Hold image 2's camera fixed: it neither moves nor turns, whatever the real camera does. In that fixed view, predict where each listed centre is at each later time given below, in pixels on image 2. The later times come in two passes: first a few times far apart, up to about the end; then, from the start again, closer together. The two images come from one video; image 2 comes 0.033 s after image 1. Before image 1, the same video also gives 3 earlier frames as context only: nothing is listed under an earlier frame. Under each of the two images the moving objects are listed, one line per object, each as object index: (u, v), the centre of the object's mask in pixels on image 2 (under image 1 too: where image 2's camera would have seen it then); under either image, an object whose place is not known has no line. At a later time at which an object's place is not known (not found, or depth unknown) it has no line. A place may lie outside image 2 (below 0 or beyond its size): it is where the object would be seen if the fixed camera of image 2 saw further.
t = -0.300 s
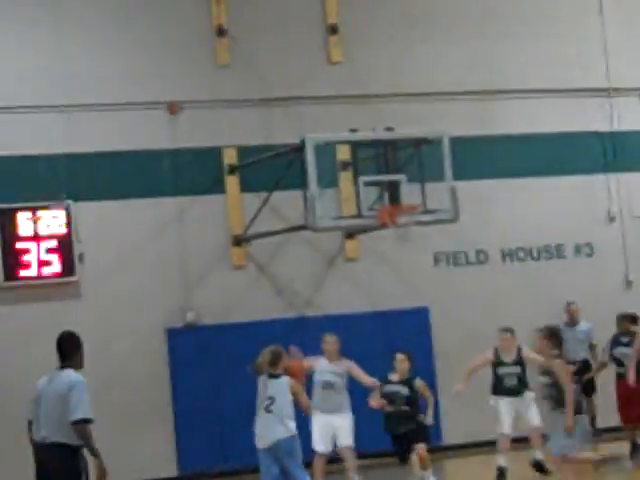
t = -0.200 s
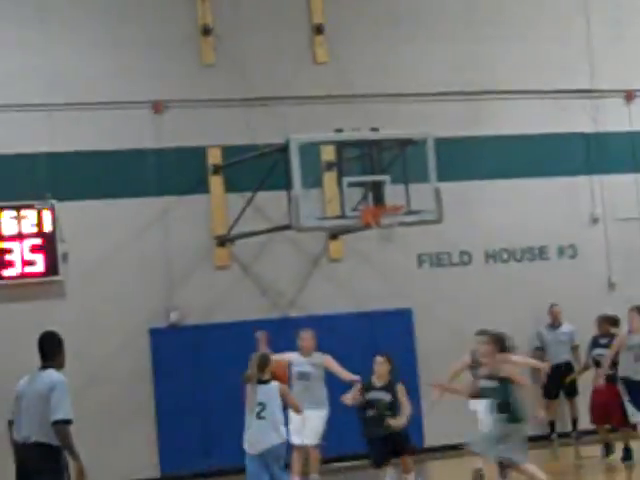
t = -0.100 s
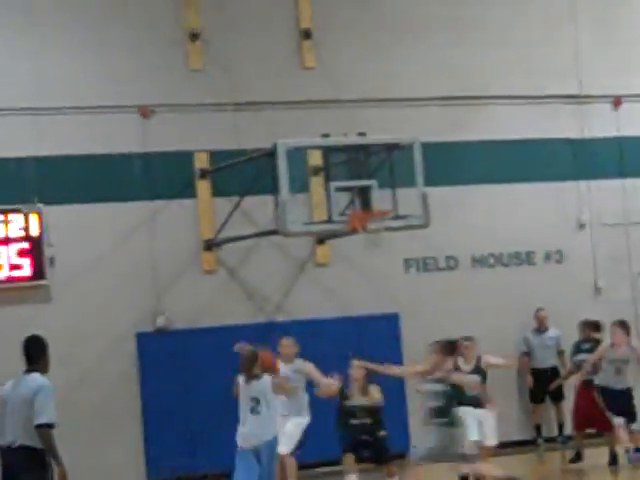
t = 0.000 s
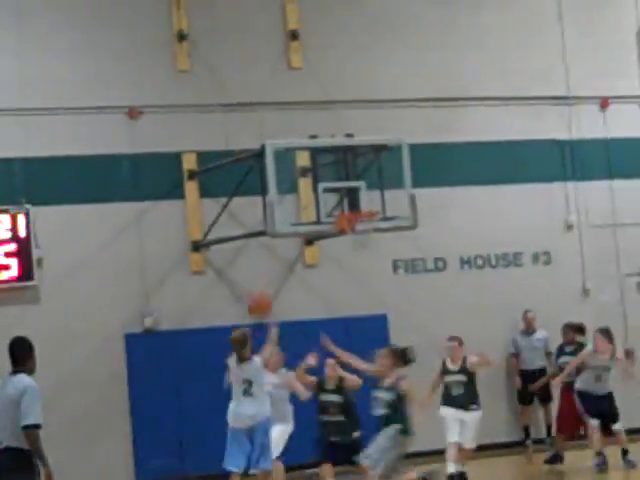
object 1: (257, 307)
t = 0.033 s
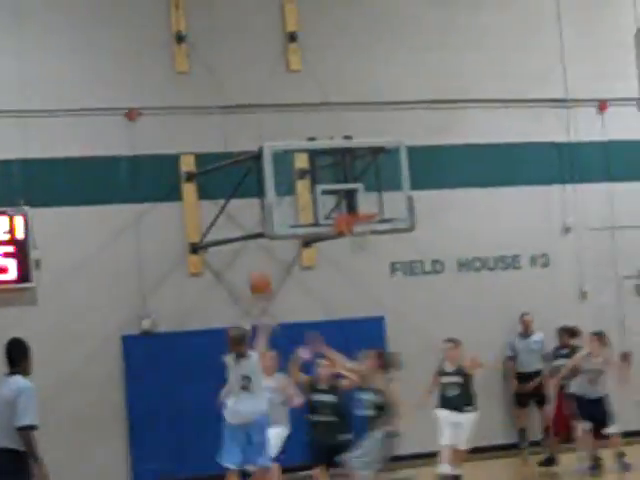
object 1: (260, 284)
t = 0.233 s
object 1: (279, 187)
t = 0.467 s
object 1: (301, 134)
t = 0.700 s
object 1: (323, 134)
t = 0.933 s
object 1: (345, 178)
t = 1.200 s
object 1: (355, 223)
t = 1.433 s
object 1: (365, 244)
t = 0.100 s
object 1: (268, 245)
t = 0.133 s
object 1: (270, 230)
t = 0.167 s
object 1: (272, 216)
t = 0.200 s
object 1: (276, 199)
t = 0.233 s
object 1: (279, 187)
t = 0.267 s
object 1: (283, 177)
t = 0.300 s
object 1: (285, 166)
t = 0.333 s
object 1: (289, 158)
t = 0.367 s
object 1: (292, 151)
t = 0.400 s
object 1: (294, 143)
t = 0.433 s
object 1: (297, 138)
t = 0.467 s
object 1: (301, 134)
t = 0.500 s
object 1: (304, 131)
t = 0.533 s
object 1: (307, 130)
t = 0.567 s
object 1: (310, 128)
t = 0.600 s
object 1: (313, 129)
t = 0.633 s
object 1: (316, 130)
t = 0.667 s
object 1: (319, 131)
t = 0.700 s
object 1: (323, 134)
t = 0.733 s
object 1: (326, 138)
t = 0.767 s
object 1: (328, 143)
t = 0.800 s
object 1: (333, 149)
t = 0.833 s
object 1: (335, 155)
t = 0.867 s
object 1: (339, 162)
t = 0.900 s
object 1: (342, 170)
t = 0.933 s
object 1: (345, 178)
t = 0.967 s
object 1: (349, 189)
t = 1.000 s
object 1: (353, 201)
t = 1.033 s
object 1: (355, 210)
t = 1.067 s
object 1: (357, 215)
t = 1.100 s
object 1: (359, 216)
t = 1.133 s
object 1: (355, 217)
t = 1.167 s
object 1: (354, 220)
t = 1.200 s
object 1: (355, 223)
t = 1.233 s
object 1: (358, 228)
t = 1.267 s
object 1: (361, 233)
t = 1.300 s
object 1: (363, 238)
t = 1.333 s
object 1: (364, 239)
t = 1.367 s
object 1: (365, 241)
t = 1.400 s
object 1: (365, 242)
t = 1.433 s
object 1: (365, 244)
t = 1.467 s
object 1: (365, 245)
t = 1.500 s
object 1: (365, 251)
